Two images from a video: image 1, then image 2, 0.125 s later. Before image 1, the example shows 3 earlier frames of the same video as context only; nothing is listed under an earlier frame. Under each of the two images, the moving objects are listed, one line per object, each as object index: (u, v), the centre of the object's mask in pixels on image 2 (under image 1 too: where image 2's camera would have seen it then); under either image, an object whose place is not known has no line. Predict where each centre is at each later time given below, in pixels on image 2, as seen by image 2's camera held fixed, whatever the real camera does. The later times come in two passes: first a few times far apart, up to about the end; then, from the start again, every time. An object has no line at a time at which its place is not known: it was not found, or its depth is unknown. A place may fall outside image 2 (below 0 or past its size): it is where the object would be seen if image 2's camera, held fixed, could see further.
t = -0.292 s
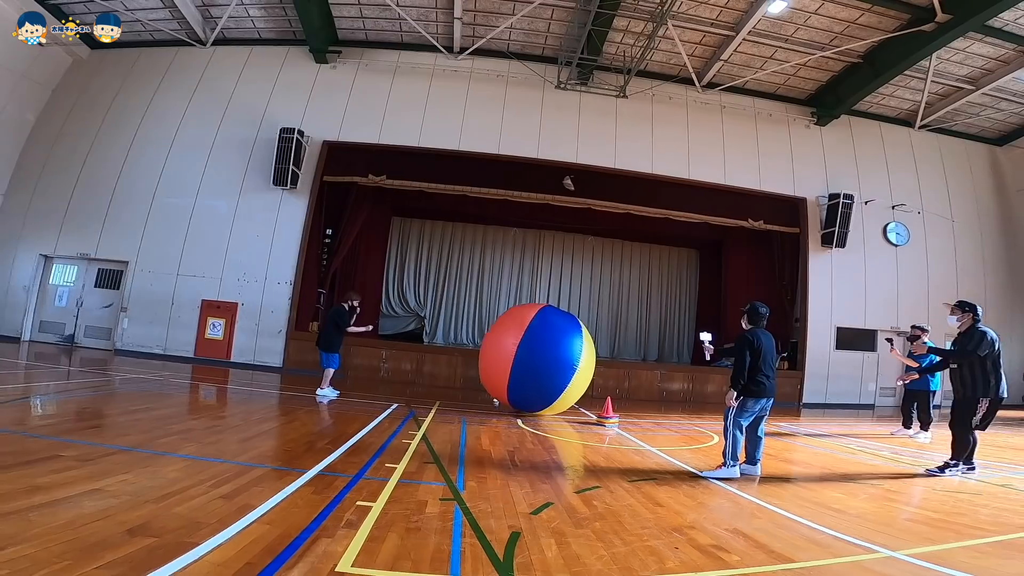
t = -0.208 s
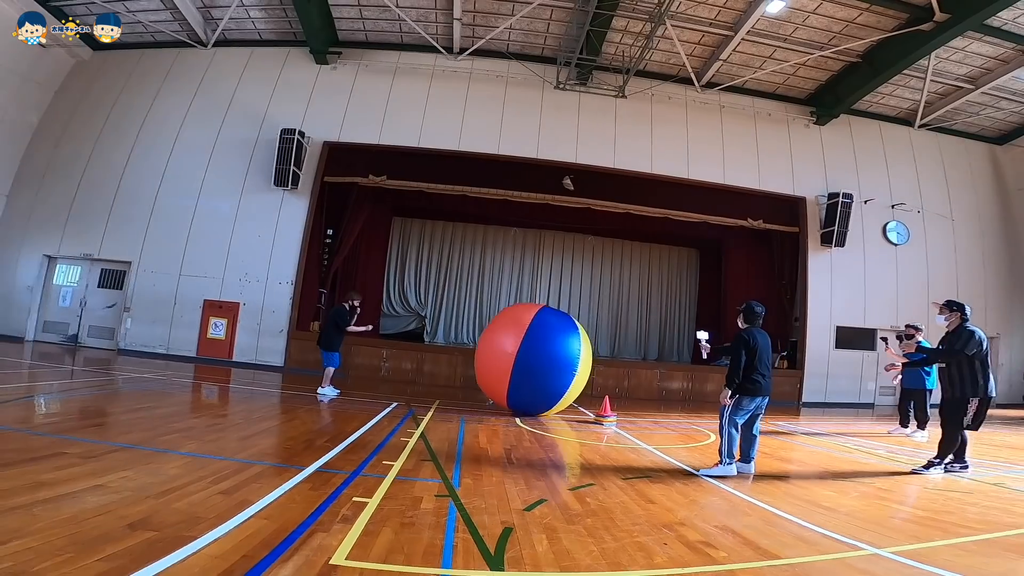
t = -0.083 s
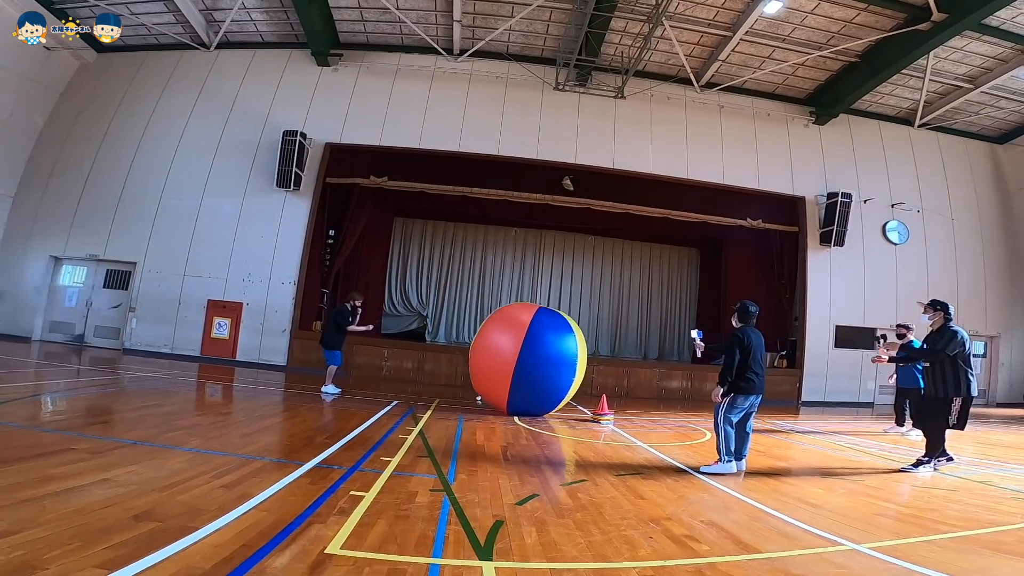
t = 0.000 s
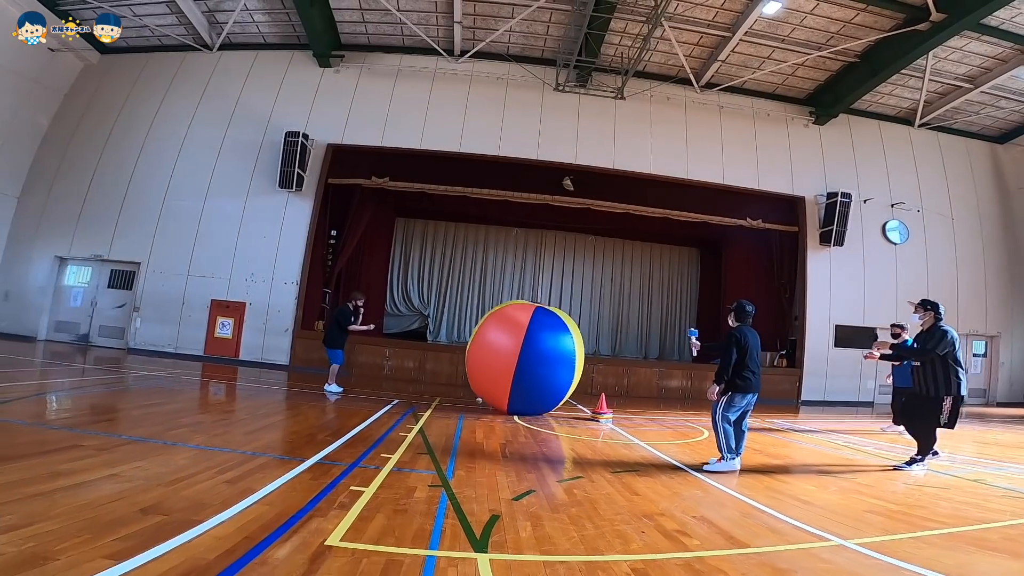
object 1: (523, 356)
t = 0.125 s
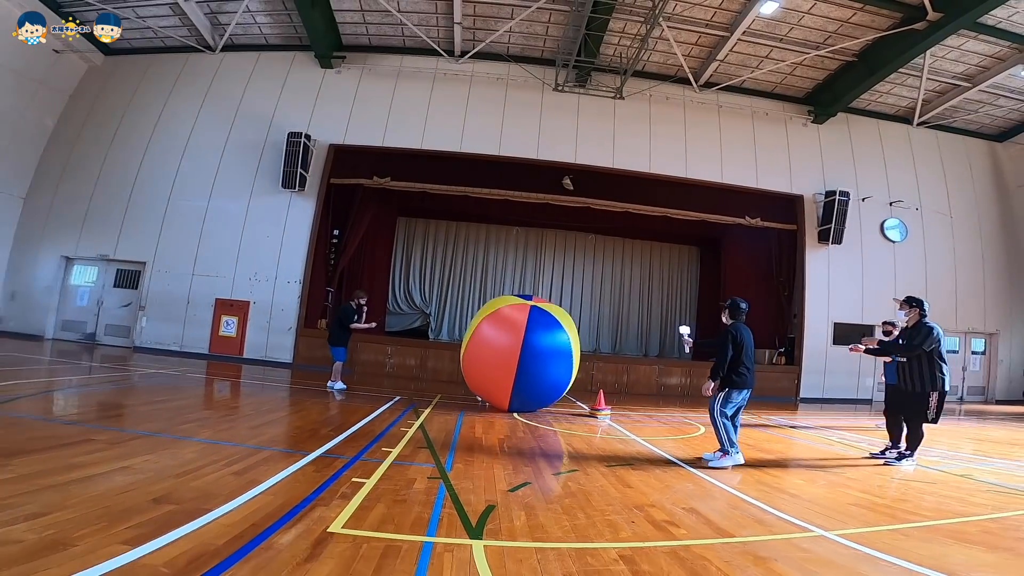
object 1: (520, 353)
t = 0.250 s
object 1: (517, 352)
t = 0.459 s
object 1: (511, 353)
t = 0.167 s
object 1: (519, 353)
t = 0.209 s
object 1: (518, 352)
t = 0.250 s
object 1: (517, 352)
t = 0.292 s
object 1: (516, 351)
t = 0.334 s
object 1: (515, 351)
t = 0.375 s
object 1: (513, 351)
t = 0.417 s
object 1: (512, 352)
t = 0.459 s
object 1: (511, 353)
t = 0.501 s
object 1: (510, 353)
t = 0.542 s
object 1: (509, 354)
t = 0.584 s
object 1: (508, 355)
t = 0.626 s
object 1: (507, 355)
